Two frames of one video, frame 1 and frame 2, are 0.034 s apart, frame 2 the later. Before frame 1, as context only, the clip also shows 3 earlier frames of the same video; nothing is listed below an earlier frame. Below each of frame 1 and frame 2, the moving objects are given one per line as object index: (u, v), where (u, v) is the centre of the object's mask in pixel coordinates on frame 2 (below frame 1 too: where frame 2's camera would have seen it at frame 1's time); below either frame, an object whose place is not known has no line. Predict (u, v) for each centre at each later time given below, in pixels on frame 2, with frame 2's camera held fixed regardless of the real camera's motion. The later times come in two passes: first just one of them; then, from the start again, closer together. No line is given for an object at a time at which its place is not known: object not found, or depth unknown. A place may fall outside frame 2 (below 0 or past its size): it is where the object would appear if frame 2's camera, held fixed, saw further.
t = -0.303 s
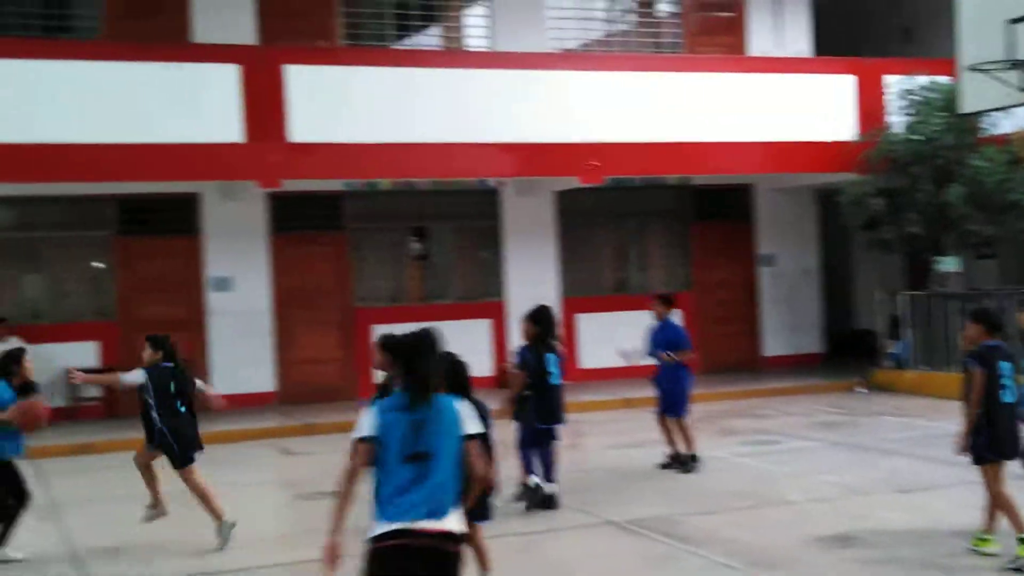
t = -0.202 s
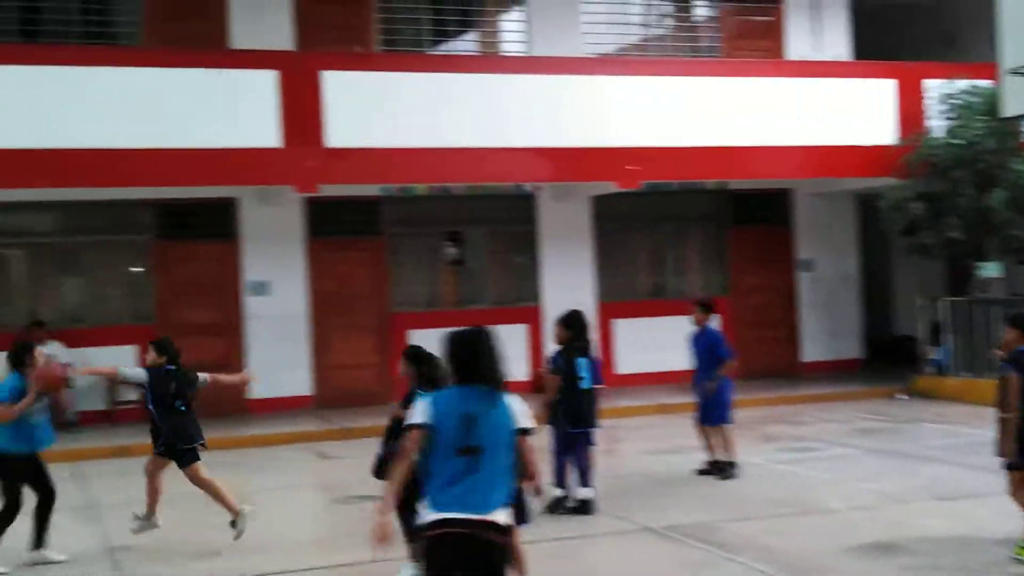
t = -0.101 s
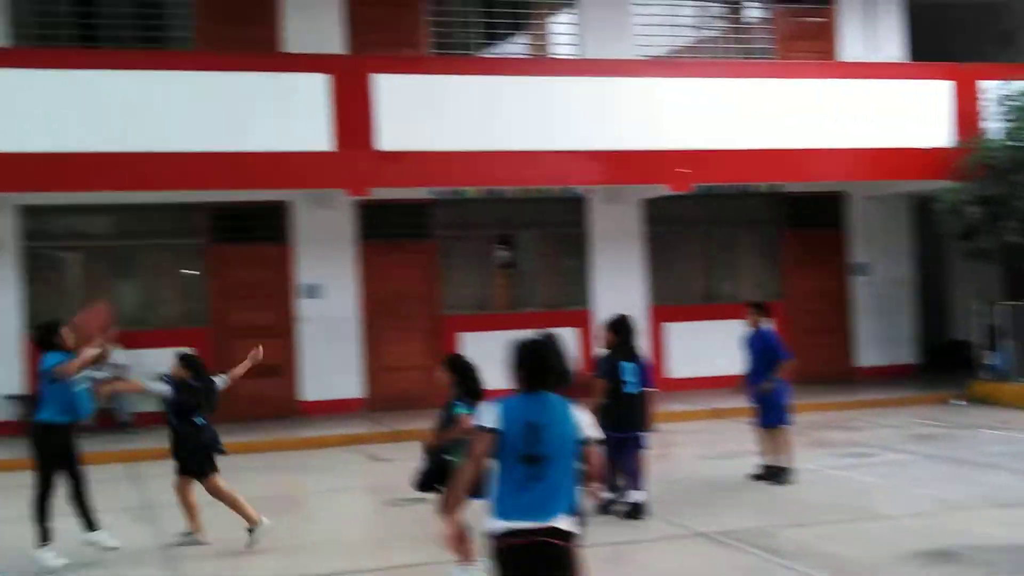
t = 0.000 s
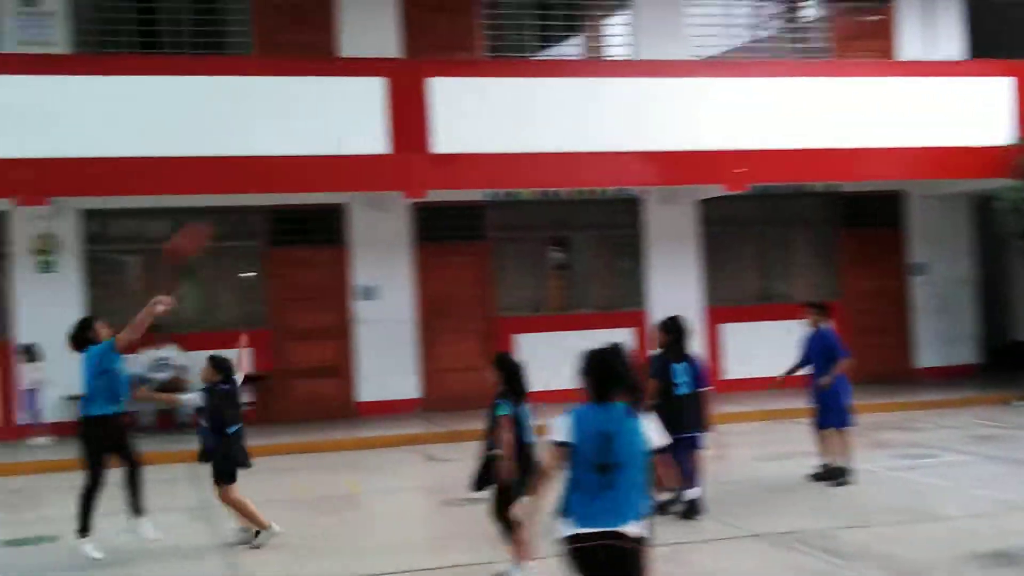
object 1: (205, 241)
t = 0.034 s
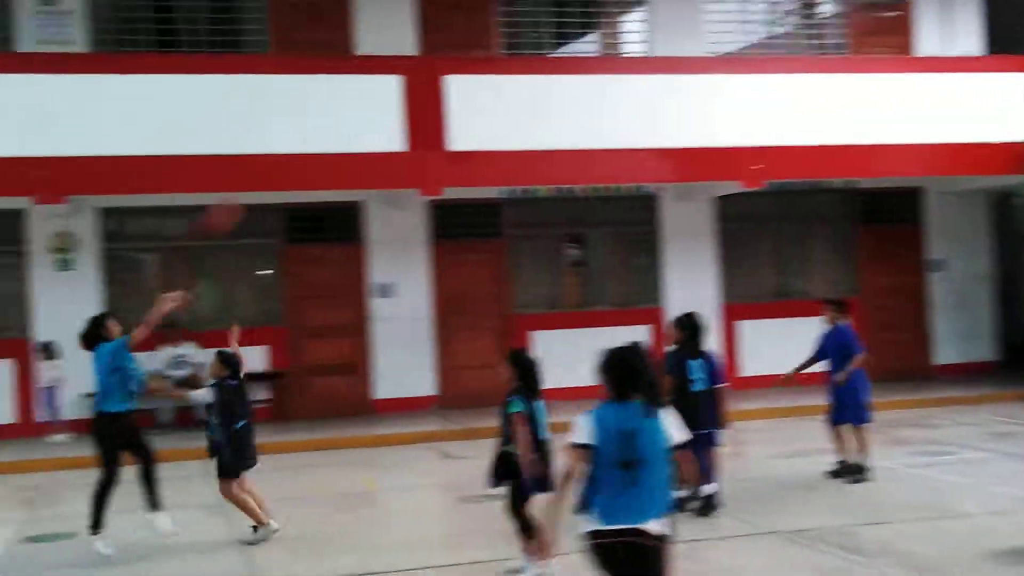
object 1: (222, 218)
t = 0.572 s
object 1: (460, 46)
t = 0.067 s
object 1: (238, 191)
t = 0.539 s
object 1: (446, 45)
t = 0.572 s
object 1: (460, 46)
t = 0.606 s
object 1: (475, 48)
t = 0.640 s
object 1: (490, 52)
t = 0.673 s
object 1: (503, 57)
